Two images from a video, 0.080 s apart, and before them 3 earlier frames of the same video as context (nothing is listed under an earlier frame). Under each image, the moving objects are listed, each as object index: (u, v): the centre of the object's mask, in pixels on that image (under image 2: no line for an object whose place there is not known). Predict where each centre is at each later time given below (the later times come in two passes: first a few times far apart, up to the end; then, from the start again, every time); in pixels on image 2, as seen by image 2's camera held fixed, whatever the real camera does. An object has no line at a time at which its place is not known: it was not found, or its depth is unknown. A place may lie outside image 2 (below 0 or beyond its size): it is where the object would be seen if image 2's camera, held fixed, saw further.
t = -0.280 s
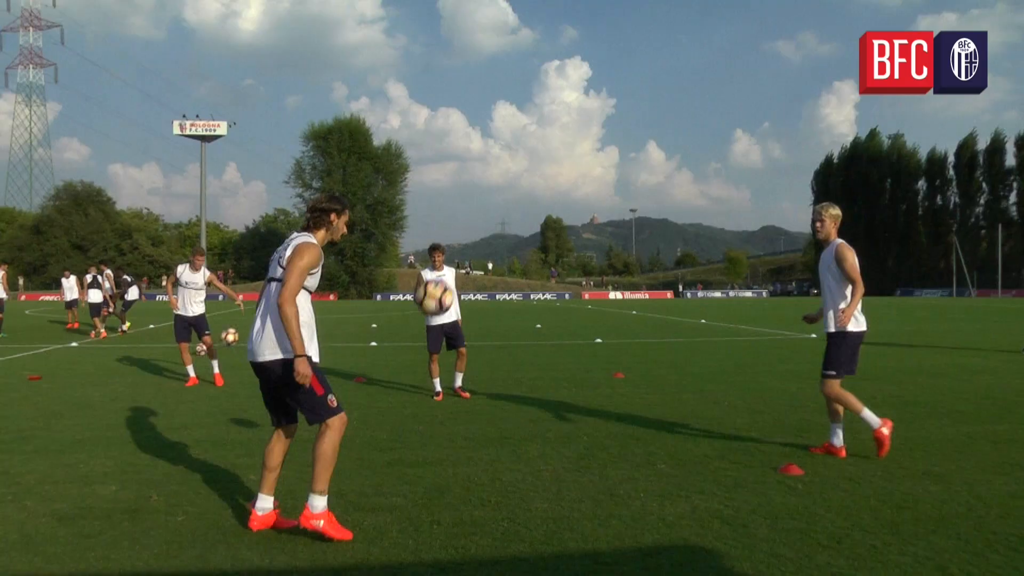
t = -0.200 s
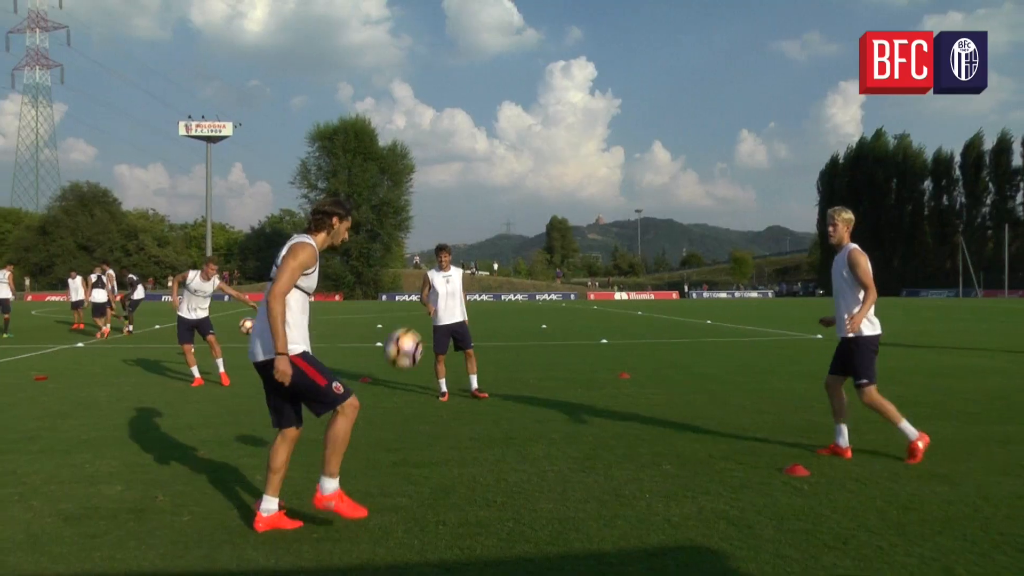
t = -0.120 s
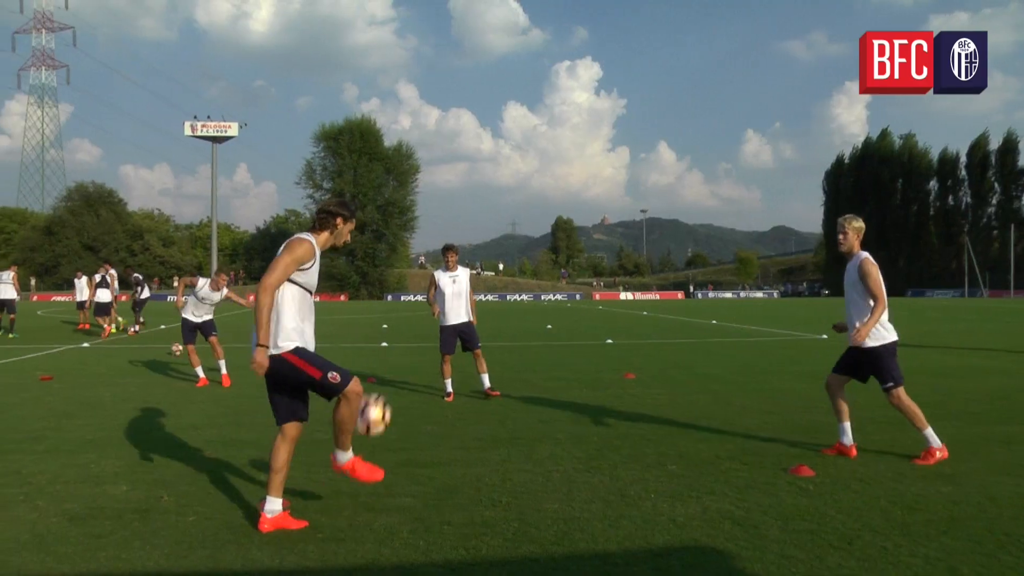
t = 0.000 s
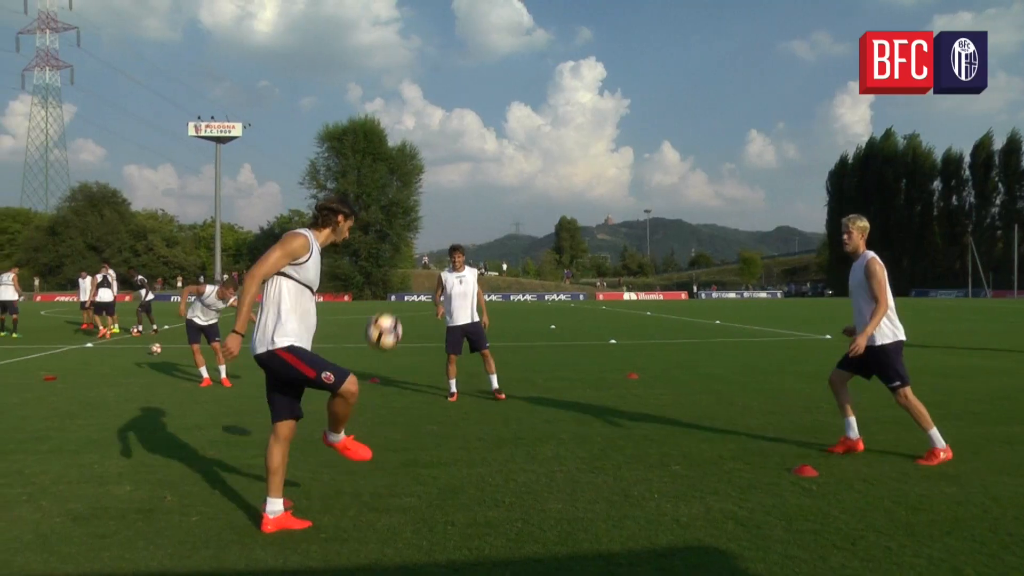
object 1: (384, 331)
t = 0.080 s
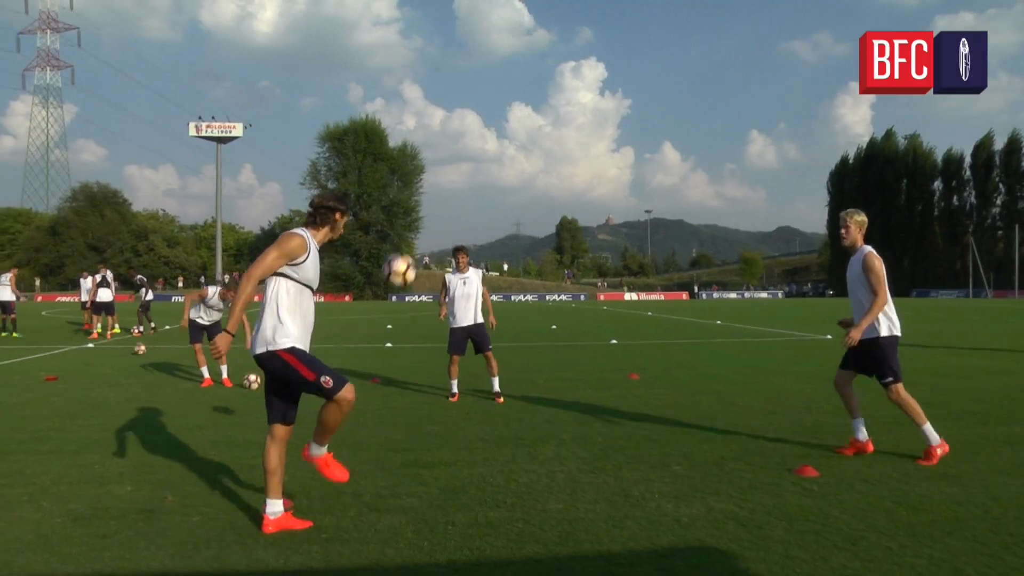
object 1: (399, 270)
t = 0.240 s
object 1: (426, 195)
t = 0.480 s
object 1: (457, 164)
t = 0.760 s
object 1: (485, 208)
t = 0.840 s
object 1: (493, 232)
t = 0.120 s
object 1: (407, 245)
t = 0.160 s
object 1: (413, 226)
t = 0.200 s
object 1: (420, 208)
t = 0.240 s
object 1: (426, 195)
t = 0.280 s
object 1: (431, 184)
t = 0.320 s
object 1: (436, 175)
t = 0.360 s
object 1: (442, 169)
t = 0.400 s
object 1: (447, 166)
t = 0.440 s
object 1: (452, 164)
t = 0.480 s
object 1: (457, 164)
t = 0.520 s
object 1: (461, 166)
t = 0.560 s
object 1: (465, 169)
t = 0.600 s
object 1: (470, 174)
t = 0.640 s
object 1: (474, 181)
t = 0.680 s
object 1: (478, 189)
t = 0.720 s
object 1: (482, 198)
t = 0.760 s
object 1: (485, 208)
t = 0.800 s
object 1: (489, 220)
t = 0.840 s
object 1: (493, 232)
